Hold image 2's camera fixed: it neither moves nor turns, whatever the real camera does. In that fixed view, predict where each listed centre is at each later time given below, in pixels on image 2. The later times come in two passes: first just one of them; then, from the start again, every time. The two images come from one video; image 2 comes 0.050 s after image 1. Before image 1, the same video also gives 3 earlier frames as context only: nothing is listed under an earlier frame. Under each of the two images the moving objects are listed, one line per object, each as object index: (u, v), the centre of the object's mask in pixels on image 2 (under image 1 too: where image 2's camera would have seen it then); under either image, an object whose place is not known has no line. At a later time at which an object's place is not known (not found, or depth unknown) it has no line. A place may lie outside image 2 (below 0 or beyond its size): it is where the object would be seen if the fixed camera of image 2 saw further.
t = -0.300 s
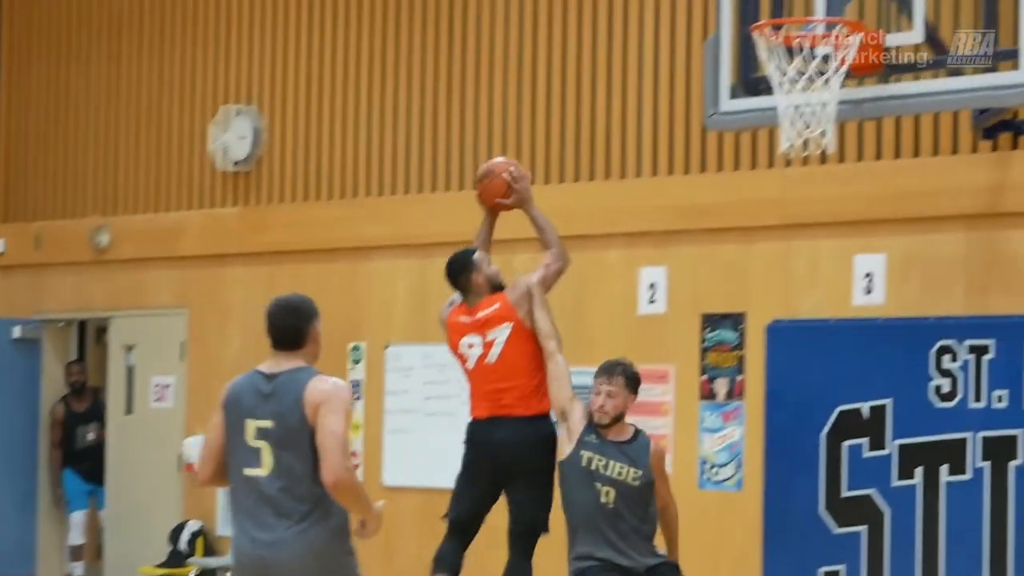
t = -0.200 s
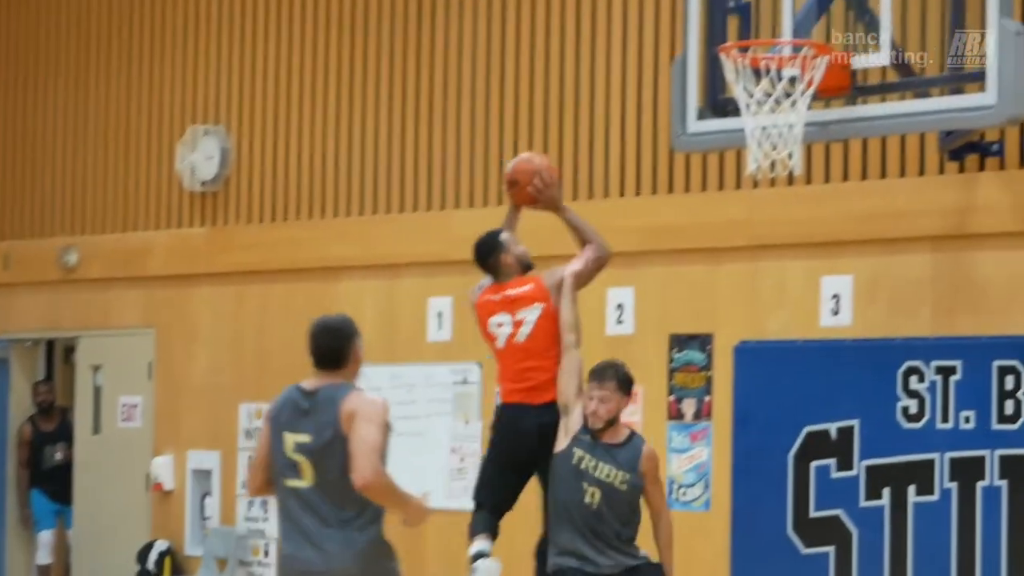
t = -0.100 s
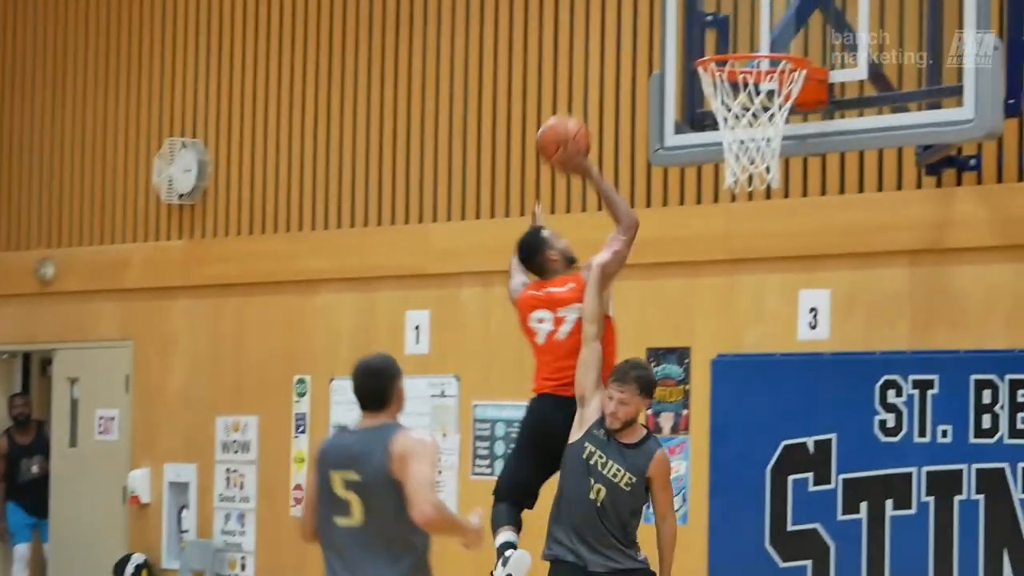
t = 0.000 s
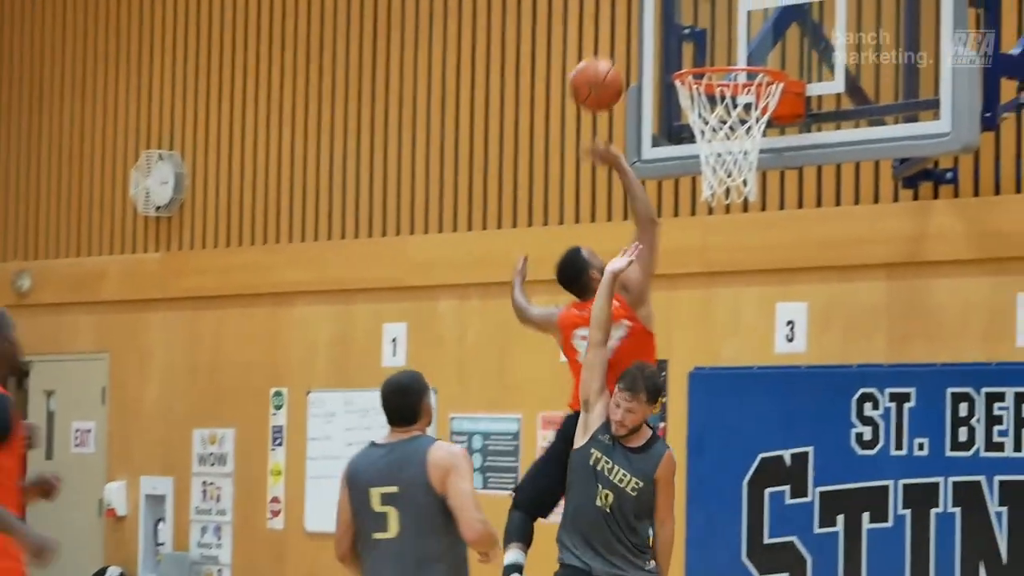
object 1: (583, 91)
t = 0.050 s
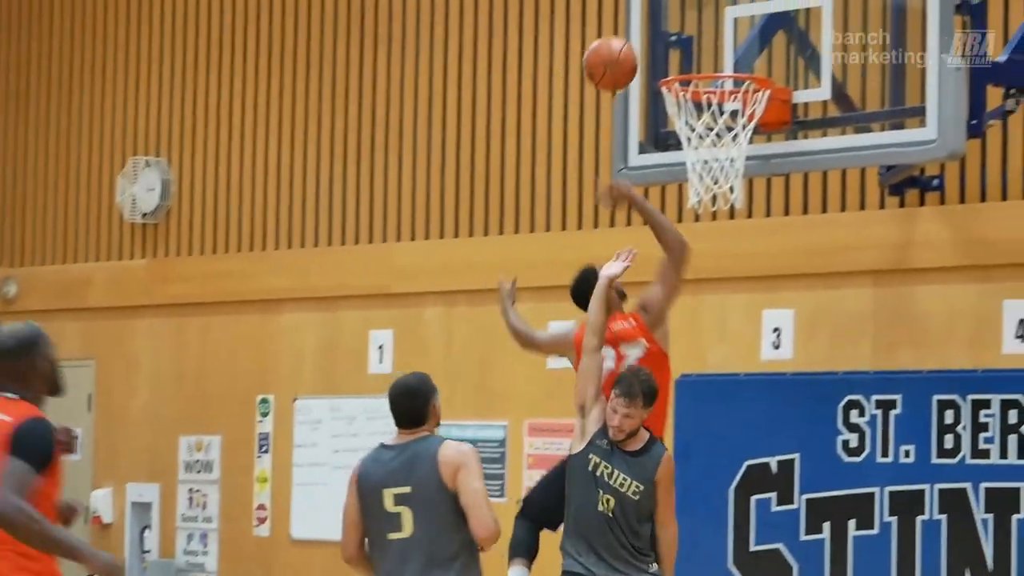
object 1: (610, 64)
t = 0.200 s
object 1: (692, 13)
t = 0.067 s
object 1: (620, 55)
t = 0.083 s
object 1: (629, 48)
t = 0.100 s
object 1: (639, 41)
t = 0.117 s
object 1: (647, 35)
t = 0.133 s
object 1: (656, 29)
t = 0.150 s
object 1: (665, 24)
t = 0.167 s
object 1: (674, 20)
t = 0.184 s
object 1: (683, 16)
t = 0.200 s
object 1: (692, 13)
